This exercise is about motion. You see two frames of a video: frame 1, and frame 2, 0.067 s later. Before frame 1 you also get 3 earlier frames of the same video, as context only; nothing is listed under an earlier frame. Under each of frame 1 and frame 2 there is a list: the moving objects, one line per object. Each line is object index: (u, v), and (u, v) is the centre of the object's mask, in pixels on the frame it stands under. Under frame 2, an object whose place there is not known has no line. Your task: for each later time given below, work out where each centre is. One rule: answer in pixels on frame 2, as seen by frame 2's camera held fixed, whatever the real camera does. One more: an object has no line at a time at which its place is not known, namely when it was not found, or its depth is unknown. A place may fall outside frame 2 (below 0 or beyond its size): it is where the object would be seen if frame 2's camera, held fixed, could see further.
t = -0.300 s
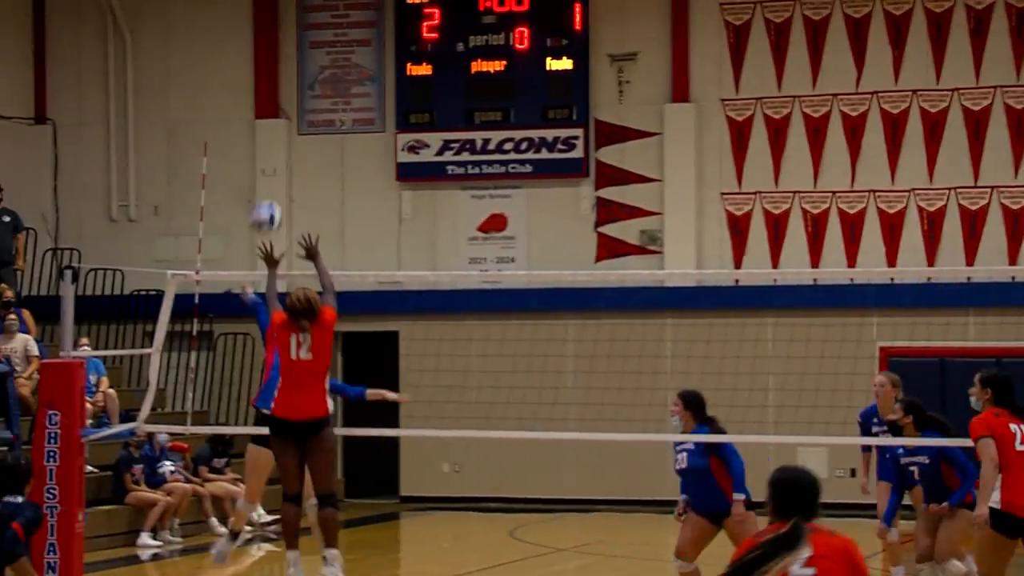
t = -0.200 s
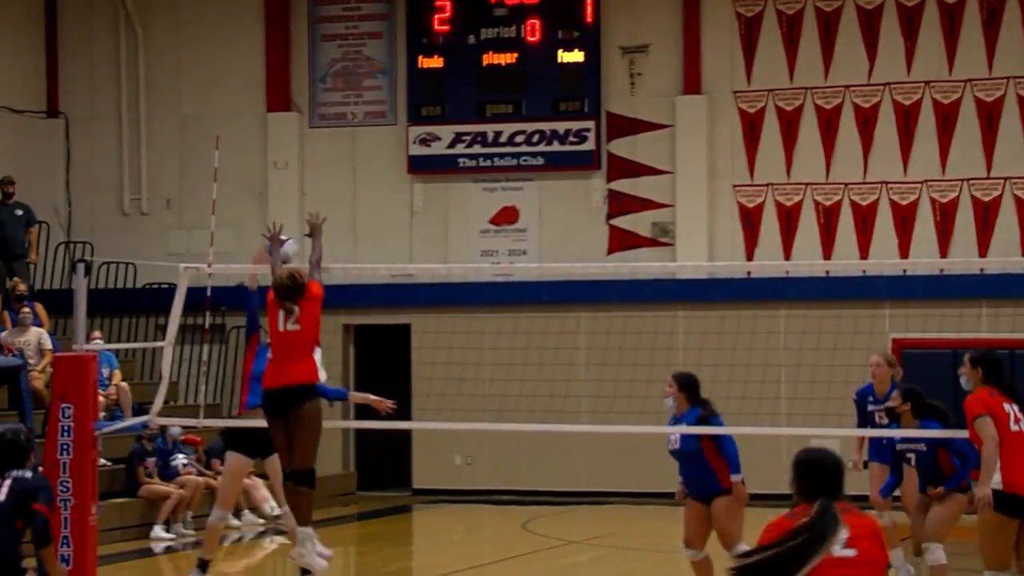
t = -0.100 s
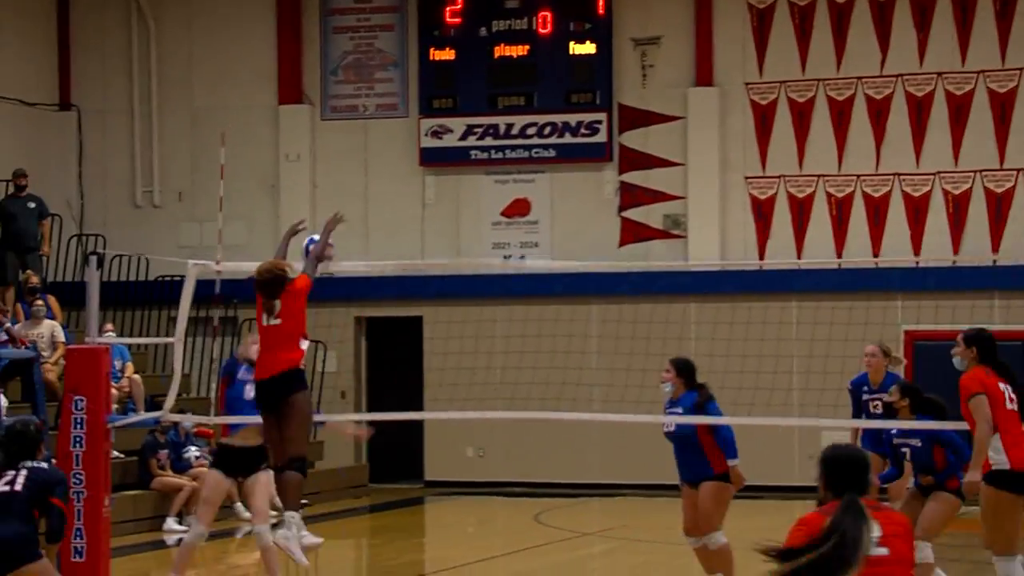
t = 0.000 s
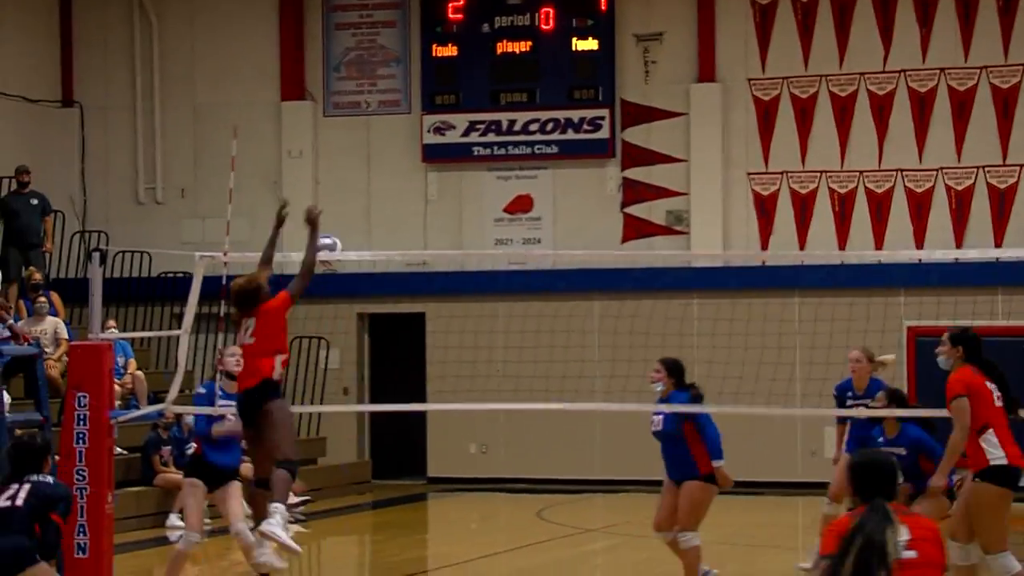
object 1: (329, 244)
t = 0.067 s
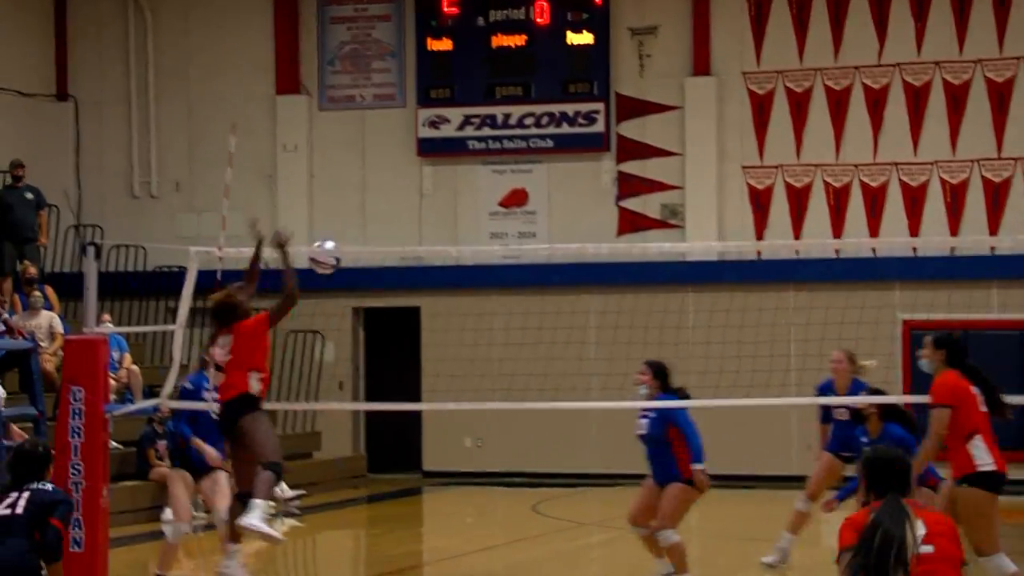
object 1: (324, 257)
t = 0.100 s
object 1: (328, 269)
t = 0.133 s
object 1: (330, 275)
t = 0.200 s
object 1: (342, 303)
